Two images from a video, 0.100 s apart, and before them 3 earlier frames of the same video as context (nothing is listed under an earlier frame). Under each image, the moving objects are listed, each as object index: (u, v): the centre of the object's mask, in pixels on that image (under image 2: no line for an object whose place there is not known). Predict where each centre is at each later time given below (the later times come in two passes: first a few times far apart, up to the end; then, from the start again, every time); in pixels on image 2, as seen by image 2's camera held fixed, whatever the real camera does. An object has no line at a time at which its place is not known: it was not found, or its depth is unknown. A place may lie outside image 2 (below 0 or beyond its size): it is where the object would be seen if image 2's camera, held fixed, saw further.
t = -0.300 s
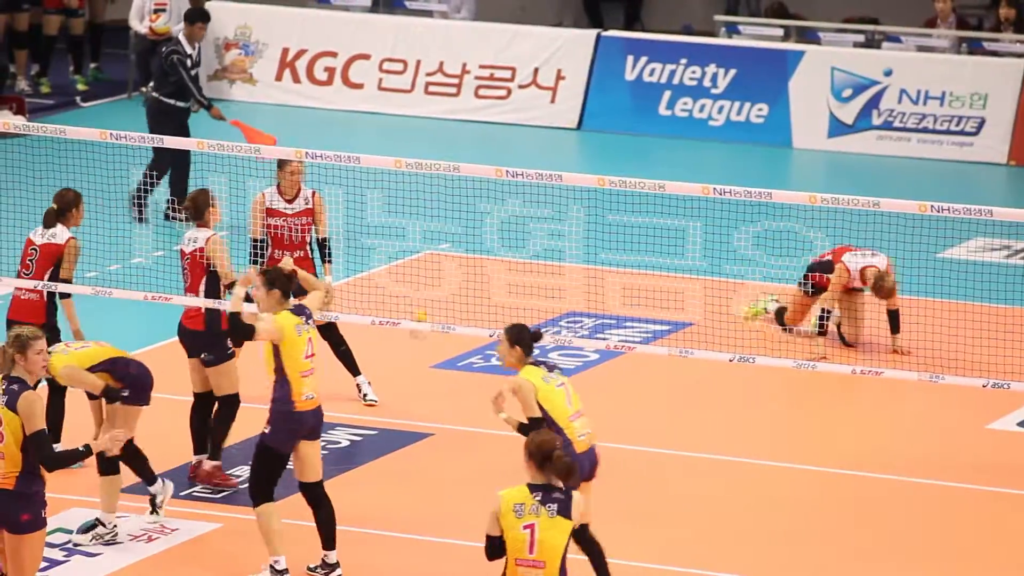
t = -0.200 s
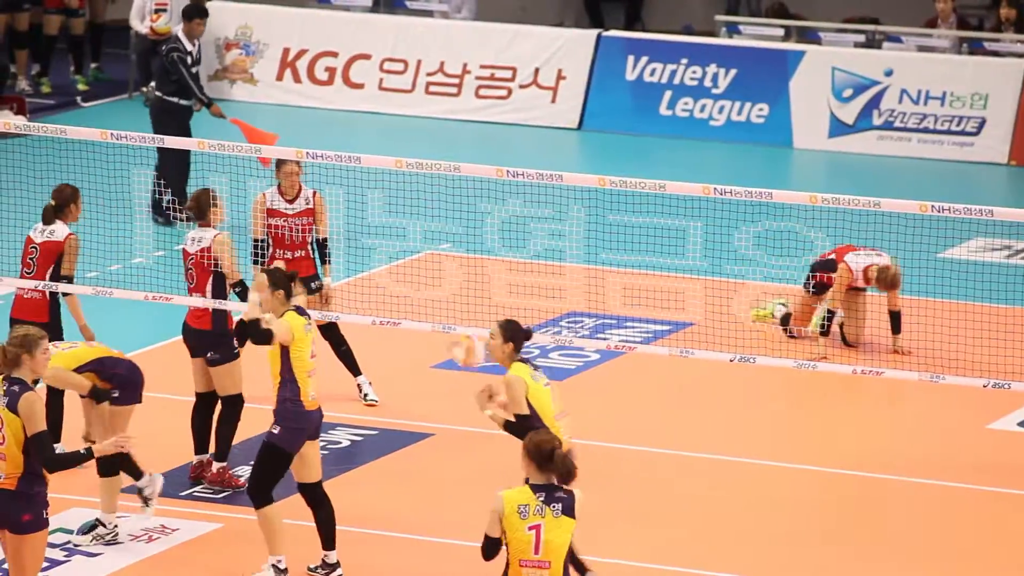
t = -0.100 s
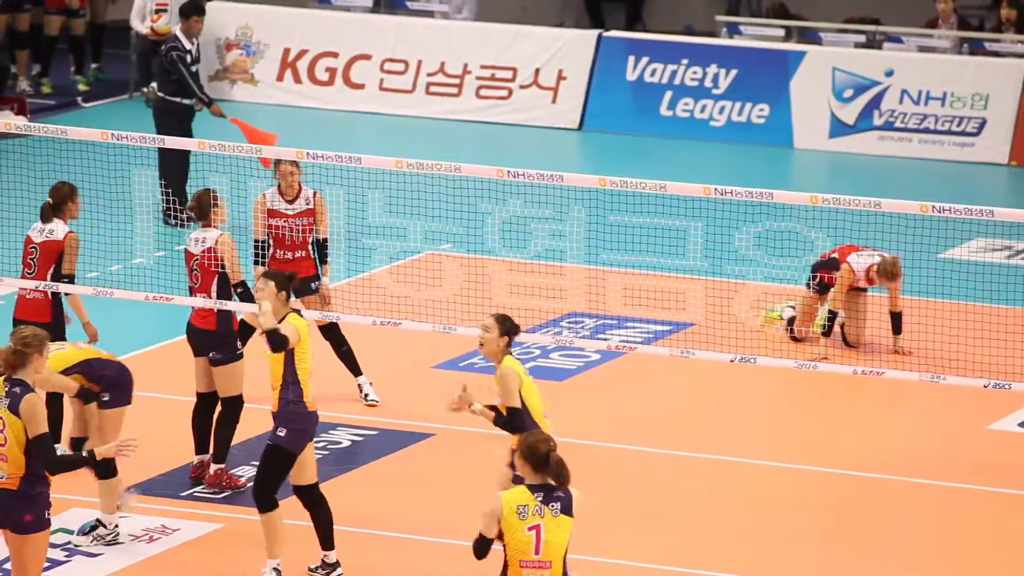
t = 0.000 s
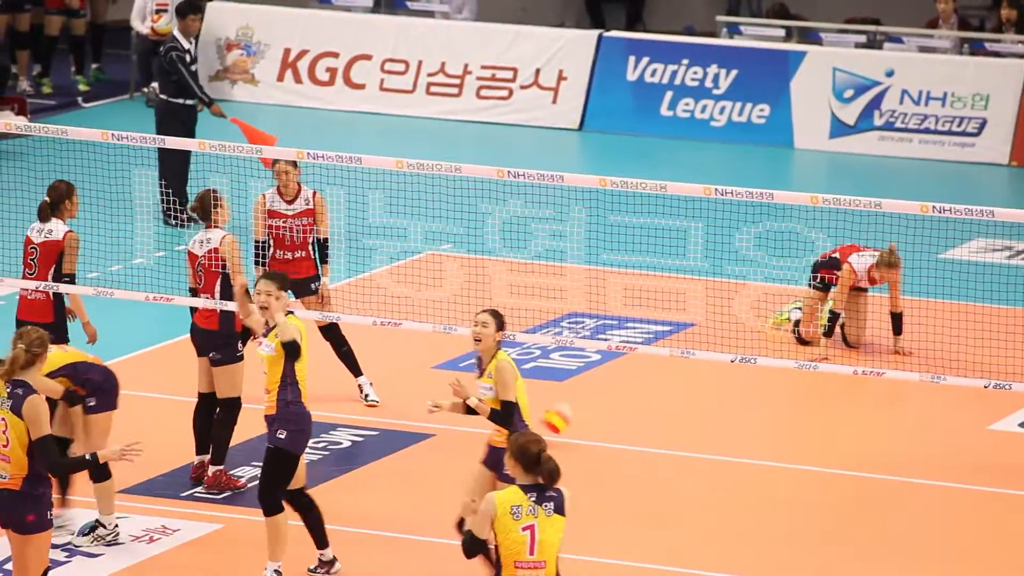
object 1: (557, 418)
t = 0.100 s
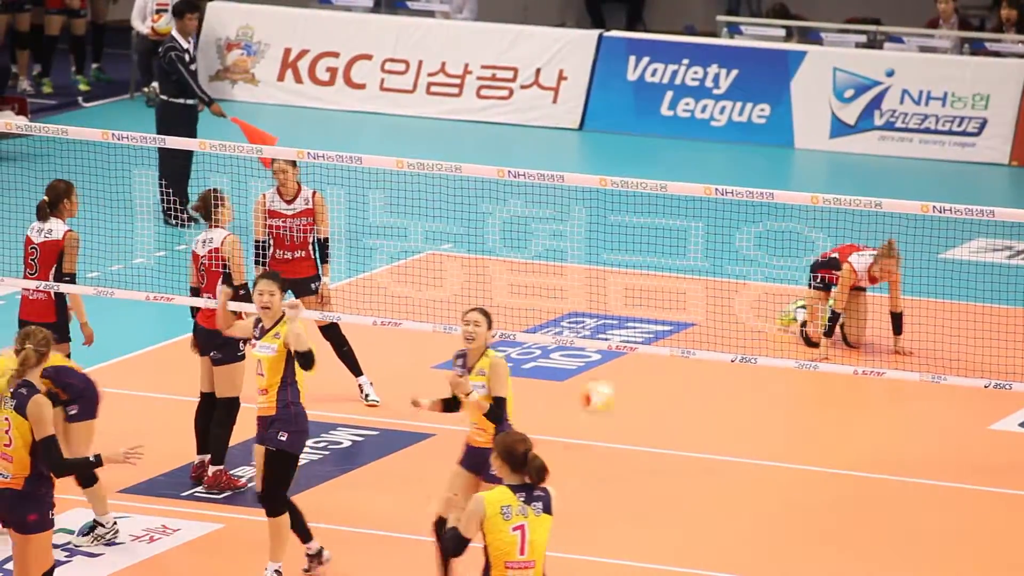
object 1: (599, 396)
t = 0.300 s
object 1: (683, 394)
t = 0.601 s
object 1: (813, 448)
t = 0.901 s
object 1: (943, 467)
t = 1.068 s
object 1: (1011, 484)
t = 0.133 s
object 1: (614, 392)
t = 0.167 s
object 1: (630, 386)
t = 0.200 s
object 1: (642, 387)
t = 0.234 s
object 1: (654, 386)
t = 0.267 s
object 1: (670, 389)
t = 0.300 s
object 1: (683, 394)
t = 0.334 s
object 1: (698, 397)
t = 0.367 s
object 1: (713, 407)
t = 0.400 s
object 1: (725, 413)
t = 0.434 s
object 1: (740, 424)
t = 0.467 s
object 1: (758, 436)
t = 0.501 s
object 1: (771, 454)
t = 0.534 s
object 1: (785, 463)
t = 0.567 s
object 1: (799, 455)
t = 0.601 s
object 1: (813, 448)
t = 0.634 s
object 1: (829, 444)
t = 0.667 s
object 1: (844, 441)
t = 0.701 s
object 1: (855, 439)
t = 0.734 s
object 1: (873, 441)
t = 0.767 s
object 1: (885, 441)
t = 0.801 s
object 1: (900, 445)
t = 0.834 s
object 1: (914, 451)
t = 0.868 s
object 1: (931, 460)
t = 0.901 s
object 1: (943, 467)
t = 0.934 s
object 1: (958, 479)
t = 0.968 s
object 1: (971, 494)
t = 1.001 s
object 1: (987, 495)
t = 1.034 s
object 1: (1003, 487)
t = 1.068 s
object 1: (1011, 484)
